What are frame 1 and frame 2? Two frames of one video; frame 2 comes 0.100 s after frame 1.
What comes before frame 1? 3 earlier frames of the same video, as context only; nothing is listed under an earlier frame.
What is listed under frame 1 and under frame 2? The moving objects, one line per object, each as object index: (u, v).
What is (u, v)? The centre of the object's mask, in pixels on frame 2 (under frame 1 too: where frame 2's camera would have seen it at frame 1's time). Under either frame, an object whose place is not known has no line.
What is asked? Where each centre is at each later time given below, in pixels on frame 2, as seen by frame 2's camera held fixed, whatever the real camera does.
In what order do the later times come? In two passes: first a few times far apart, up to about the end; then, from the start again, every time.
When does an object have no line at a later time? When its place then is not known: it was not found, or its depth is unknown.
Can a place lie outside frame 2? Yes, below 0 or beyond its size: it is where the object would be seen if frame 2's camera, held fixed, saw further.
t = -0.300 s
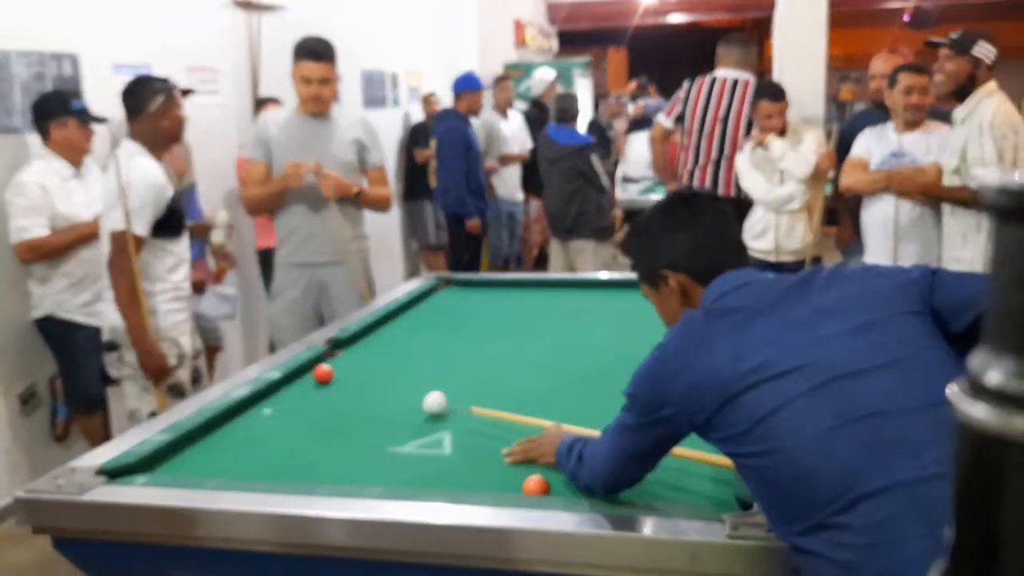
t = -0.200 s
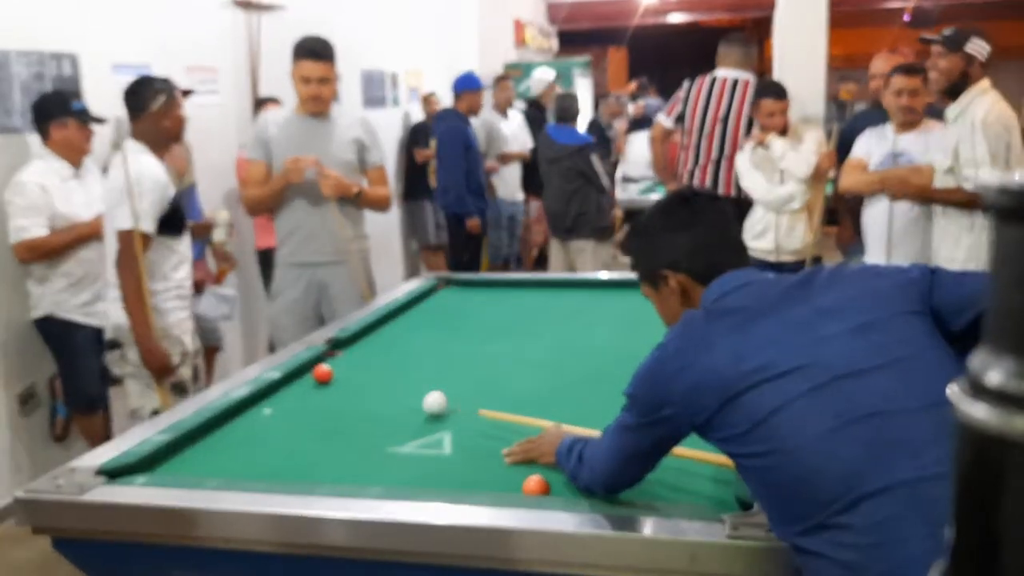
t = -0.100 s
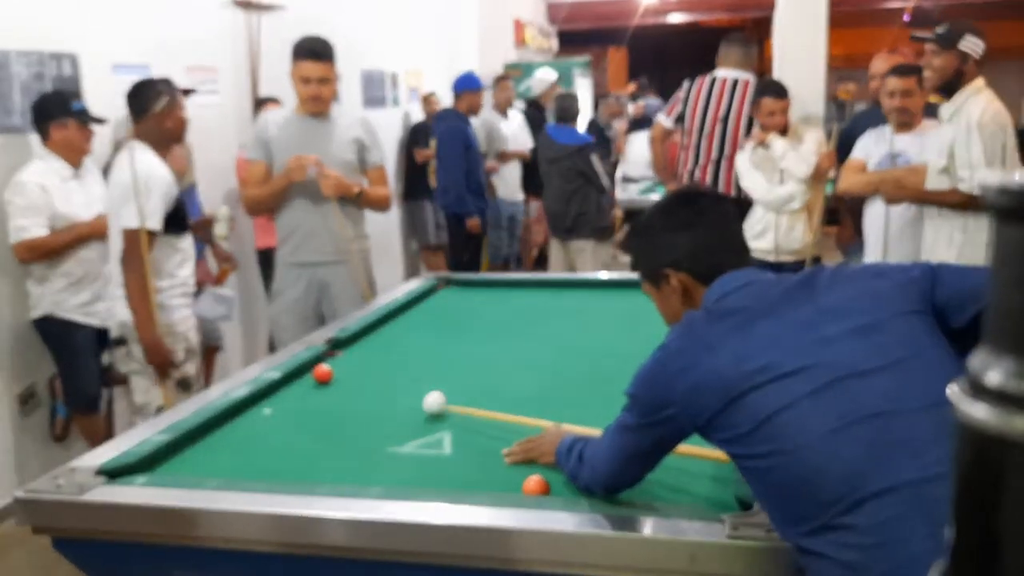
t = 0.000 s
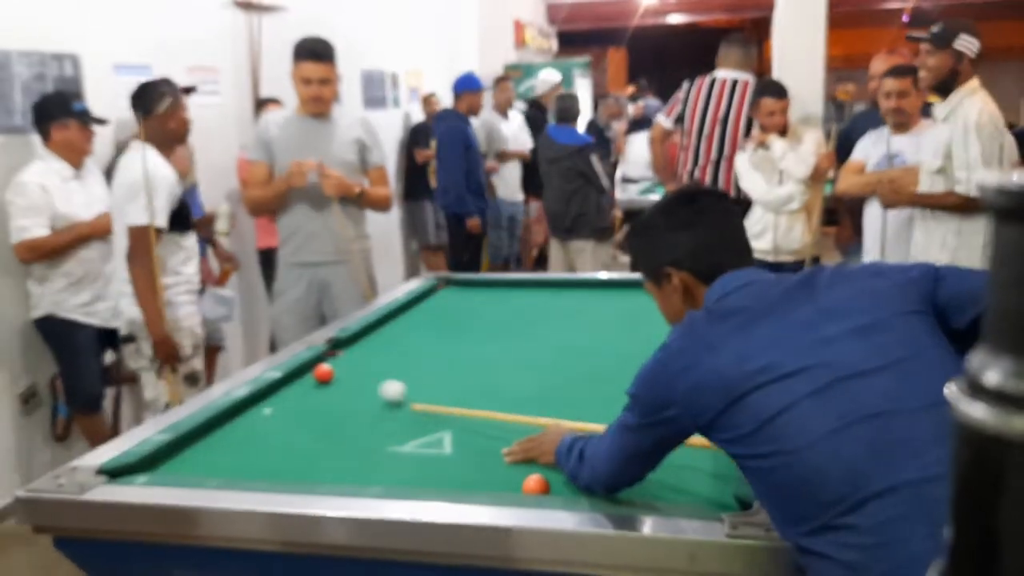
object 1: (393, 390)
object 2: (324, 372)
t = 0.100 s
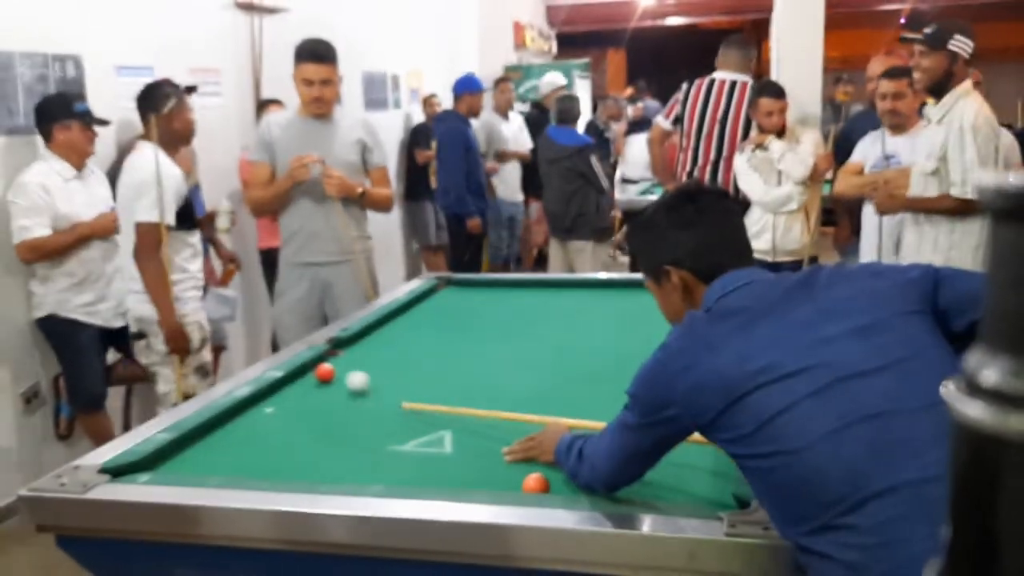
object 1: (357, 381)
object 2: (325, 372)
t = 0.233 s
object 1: (328, 376)
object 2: (315, 366)
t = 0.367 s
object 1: (310, 374)
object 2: (338, 360)
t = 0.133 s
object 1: (347, 378)
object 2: (325, 372)
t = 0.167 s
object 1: (338, 376)
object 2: (322, 371)
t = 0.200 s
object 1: (331, 375)
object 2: (319, 369)
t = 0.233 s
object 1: (328, 376)
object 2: (315, 366)
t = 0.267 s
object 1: (324, 376)
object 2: (314, 363)
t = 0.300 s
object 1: (320, 375)
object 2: (323, 361)
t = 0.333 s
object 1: (315, 374)
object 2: (331, 361)
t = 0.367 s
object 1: (310, 374)
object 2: (338, 360)
